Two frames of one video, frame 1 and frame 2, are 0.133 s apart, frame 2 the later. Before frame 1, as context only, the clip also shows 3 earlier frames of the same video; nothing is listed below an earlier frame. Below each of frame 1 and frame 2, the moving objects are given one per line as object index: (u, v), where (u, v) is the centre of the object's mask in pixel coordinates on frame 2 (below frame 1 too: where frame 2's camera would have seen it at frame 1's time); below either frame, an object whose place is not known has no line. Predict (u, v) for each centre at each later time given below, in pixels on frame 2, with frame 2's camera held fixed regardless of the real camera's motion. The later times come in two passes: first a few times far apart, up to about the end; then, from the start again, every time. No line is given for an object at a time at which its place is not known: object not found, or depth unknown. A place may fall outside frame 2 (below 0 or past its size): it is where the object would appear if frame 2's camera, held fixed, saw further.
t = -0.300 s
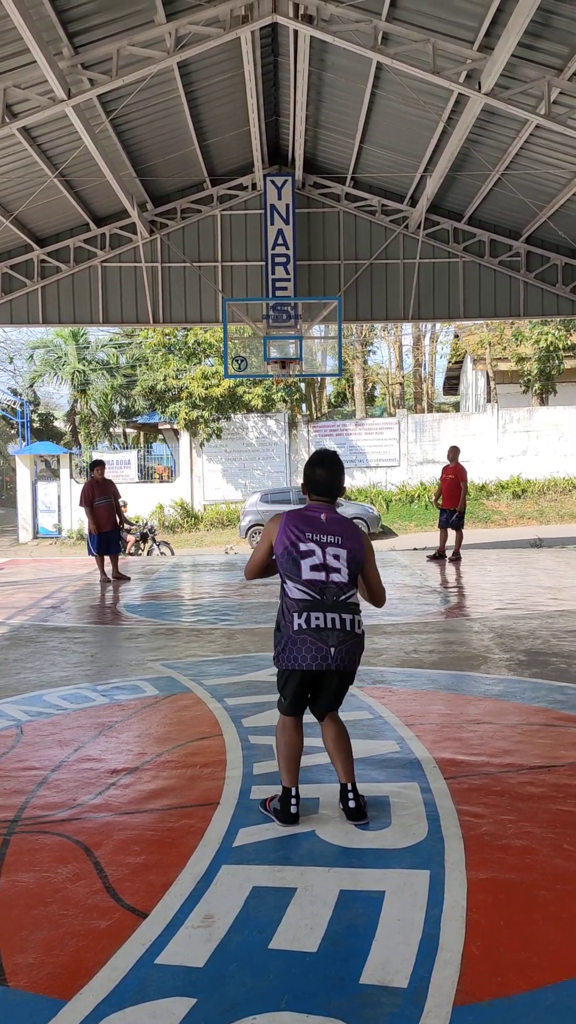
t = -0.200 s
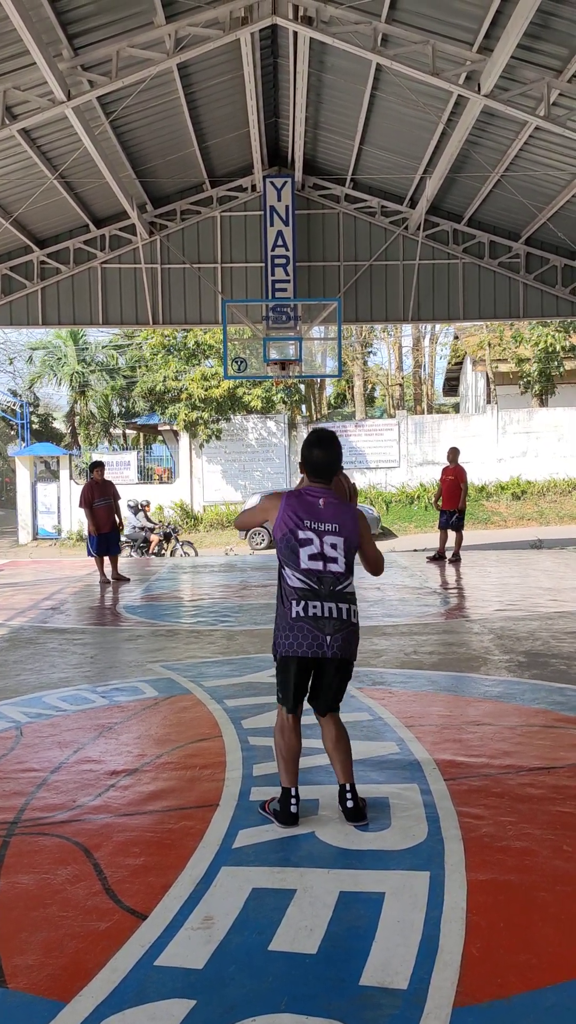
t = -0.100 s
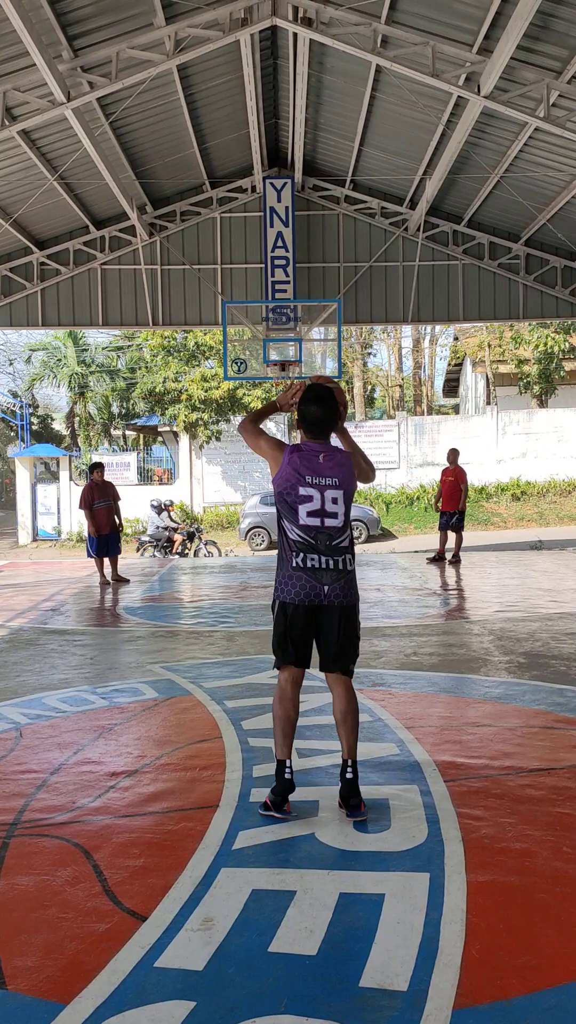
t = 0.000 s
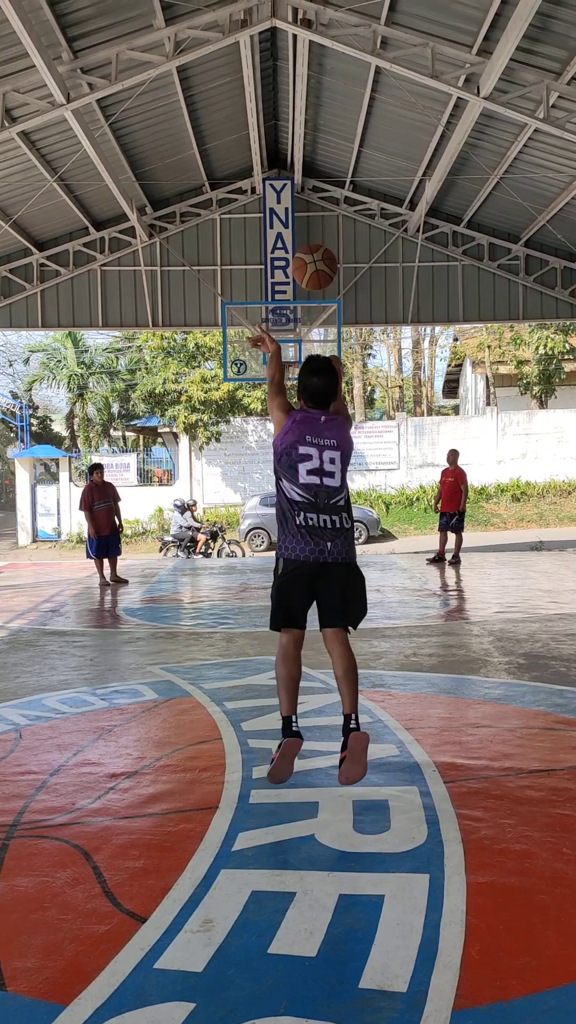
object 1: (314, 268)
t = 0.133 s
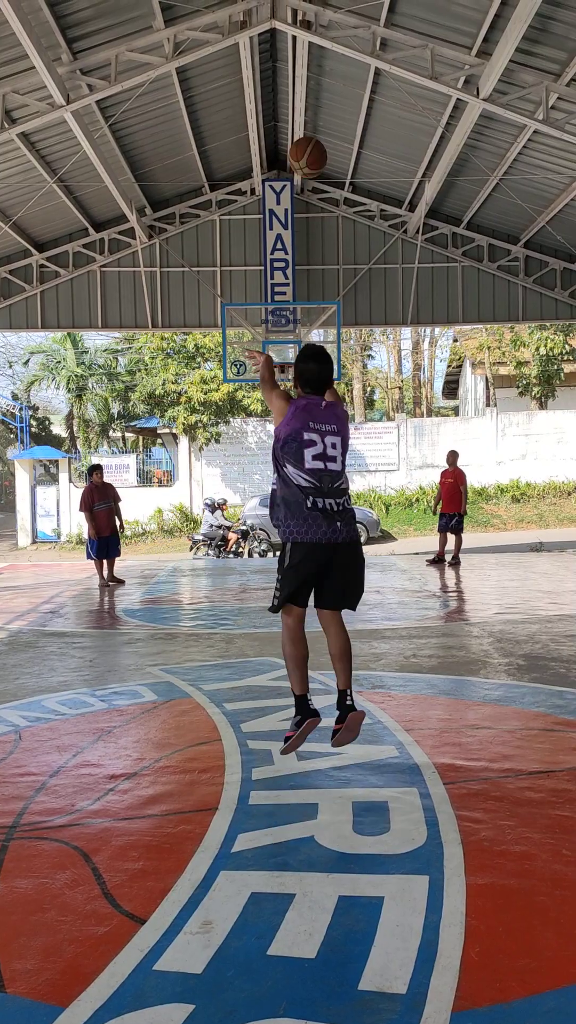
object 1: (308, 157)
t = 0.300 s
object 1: (302, 91)
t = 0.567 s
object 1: (297, 83)
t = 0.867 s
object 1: (294, 154)
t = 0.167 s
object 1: (307, 139)
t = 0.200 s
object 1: (306, 123)
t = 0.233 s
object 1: (304, 110)
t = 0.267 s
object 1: (303, 100)
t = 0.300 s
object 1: (302, 91)
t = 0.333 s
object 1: (302, 85)
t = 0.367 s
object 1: (301, 80)
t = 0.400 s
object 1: (300, 77)
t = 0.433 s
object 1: (299, 76)
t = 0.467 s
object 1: (298, 76)
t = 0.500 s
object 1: (298, 77)
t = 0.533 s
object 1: (297, 79)
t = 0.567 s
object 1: (297, 83)
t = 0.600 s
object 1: (297, 87)
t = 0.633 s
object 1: (297, 93)
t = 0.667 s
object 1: (296, 99)
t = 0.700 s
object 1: (296, 107)
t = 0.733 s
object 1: (296, 115)
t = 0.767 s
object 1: (295, 124)
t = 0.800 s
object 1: (295, 133)
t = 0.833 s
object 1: (294, 143)
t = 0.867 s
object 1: (294, 154)
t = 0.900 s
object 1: (294, 165)
